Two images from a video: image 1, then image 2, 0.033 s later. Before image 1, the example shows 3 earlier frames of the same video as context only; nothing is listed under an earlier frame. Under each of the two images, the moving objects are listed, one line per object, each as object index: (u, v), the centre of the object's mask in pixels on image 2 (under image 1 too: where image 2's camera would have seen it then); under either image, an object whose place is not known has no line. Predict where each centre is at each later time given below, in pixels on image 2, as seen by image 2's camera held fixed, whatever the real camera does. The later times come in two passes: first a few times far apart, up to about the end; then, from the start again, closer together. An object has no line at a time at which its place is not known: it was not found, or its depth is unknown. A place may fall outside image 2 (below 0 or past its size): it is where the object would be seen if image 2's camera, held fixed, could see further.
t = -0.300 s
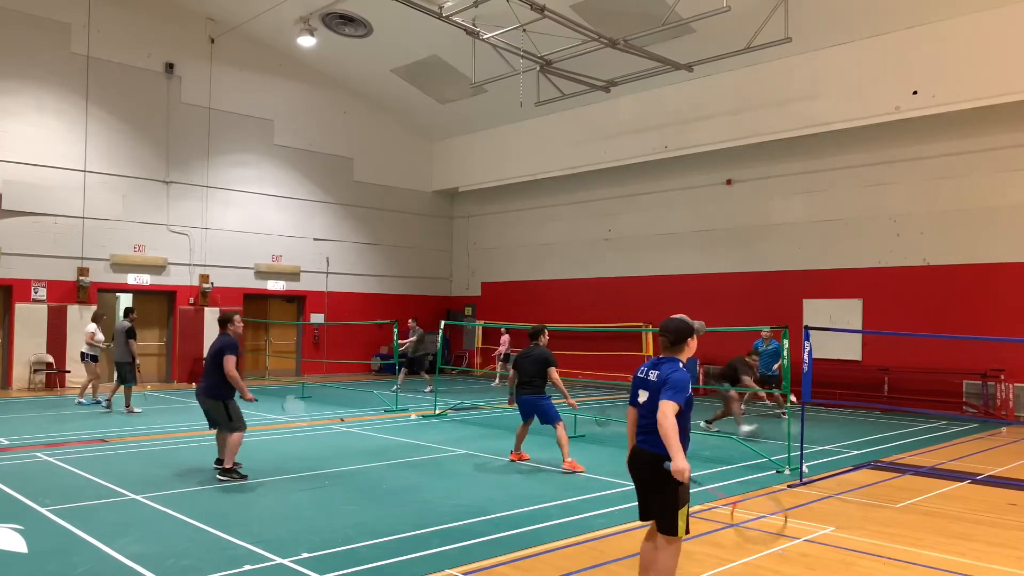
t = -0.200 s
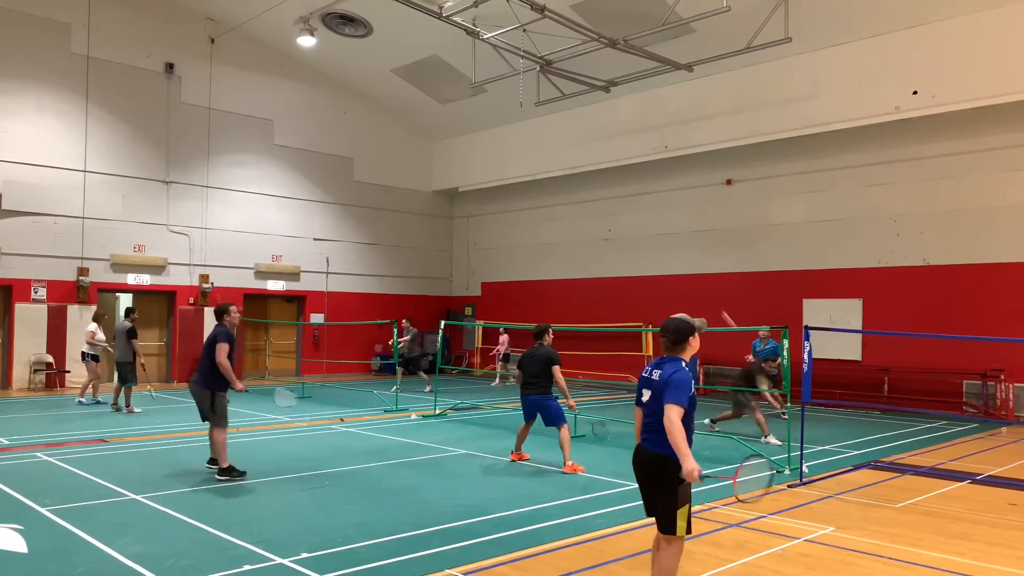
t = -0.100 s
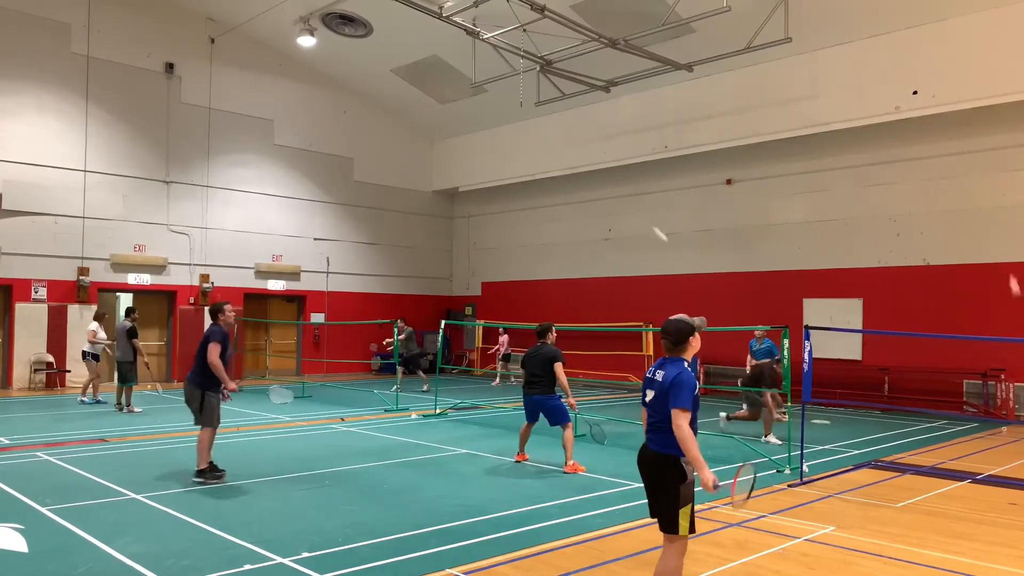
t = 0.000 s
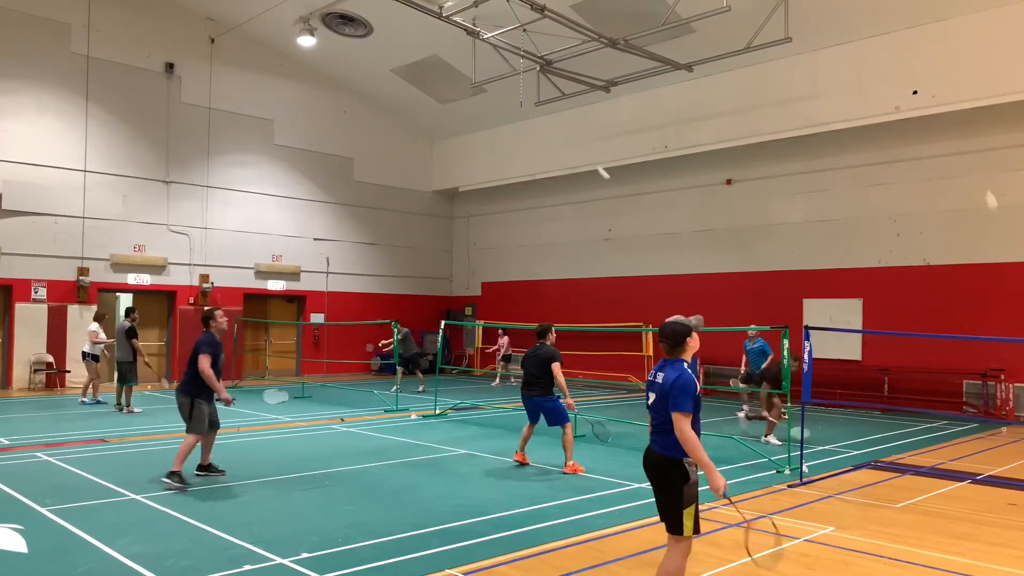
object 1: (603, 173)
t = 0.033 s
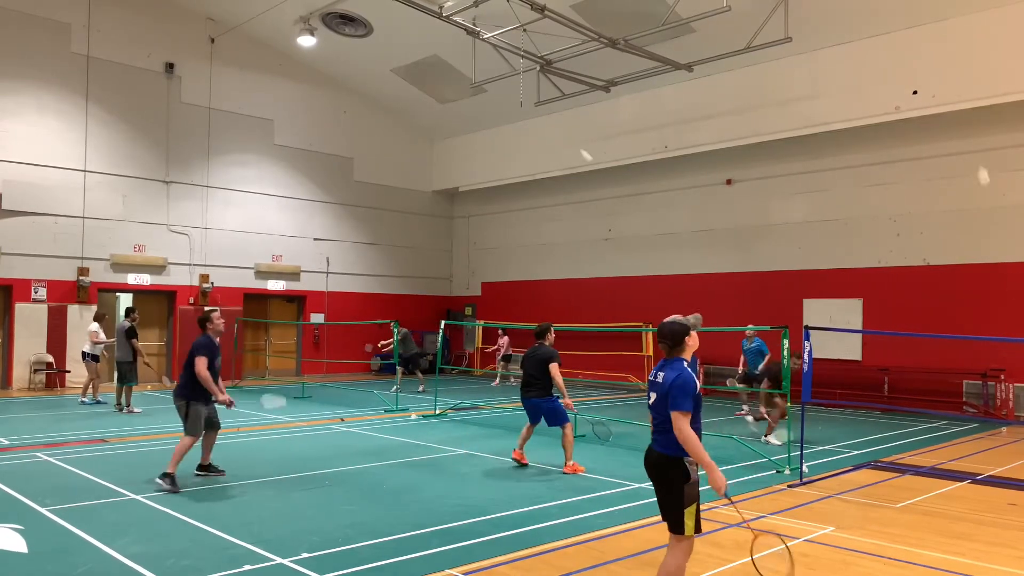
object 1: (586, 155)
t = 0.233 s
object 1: (496, 85)
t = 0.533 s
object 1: (381, 61)
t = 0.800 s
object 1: (292, 113)
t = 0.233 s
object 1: (496, 85)
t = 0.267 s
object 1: (481, 77)
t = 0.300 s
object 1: (468, 72)
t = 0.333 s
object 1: (455, 66)
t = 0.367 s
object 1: (442, 63)
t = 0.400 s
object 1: (429, 61)
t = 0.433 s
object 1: (416, 59)
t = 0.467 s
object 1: (404, 59)
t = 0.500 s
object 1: (392, 59)
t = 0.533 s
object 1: (381, 61)
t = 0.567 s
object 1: (369, 64)
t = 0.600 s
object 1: (357, 67)
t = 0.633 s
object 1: (345, 73)
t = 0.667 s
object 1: (334, 78)
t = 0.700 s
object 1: (323, 86)
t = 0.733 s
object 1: (312, 93)
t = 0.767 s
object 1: (301, 103)
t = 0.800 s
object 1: (292, 113)
